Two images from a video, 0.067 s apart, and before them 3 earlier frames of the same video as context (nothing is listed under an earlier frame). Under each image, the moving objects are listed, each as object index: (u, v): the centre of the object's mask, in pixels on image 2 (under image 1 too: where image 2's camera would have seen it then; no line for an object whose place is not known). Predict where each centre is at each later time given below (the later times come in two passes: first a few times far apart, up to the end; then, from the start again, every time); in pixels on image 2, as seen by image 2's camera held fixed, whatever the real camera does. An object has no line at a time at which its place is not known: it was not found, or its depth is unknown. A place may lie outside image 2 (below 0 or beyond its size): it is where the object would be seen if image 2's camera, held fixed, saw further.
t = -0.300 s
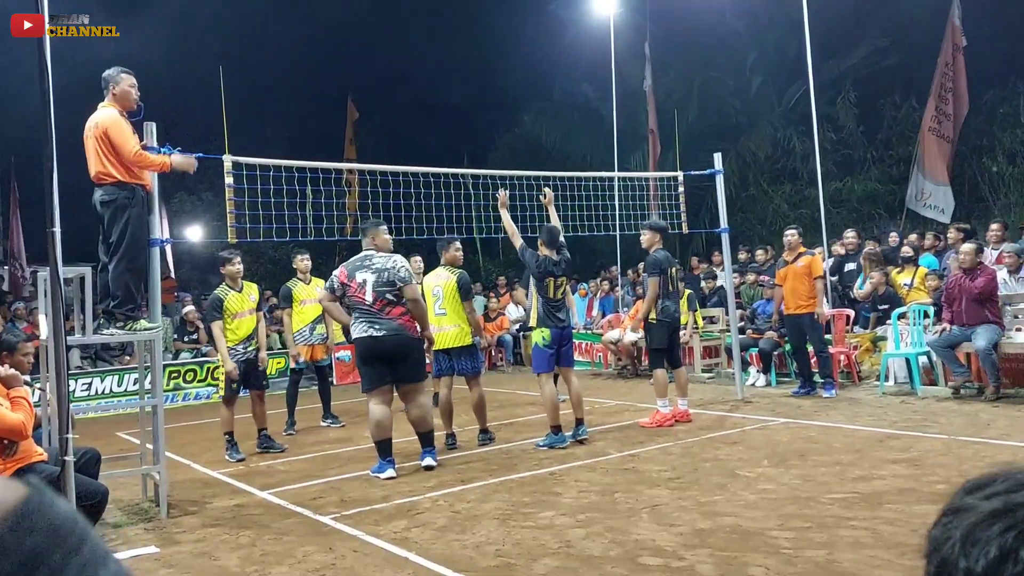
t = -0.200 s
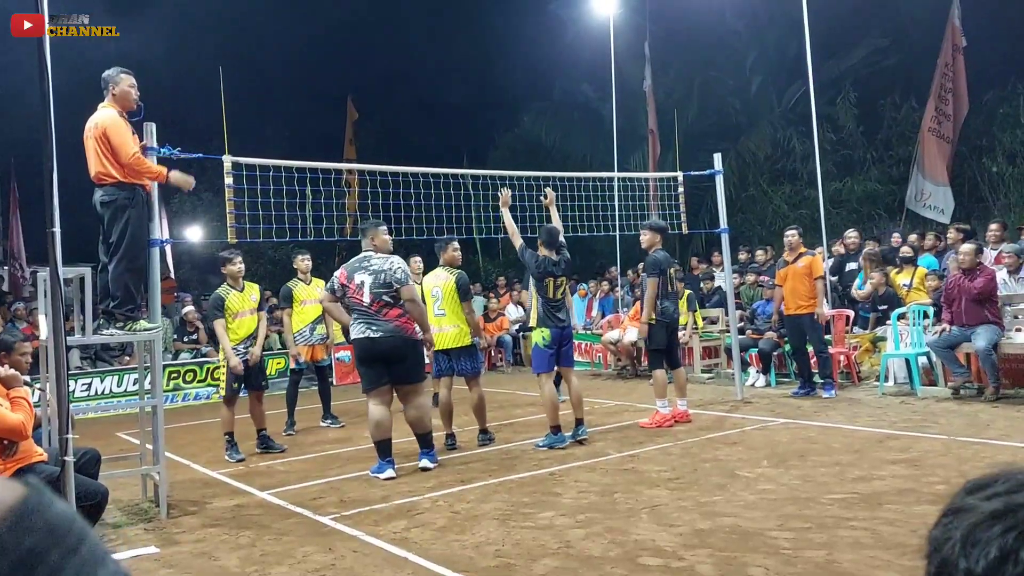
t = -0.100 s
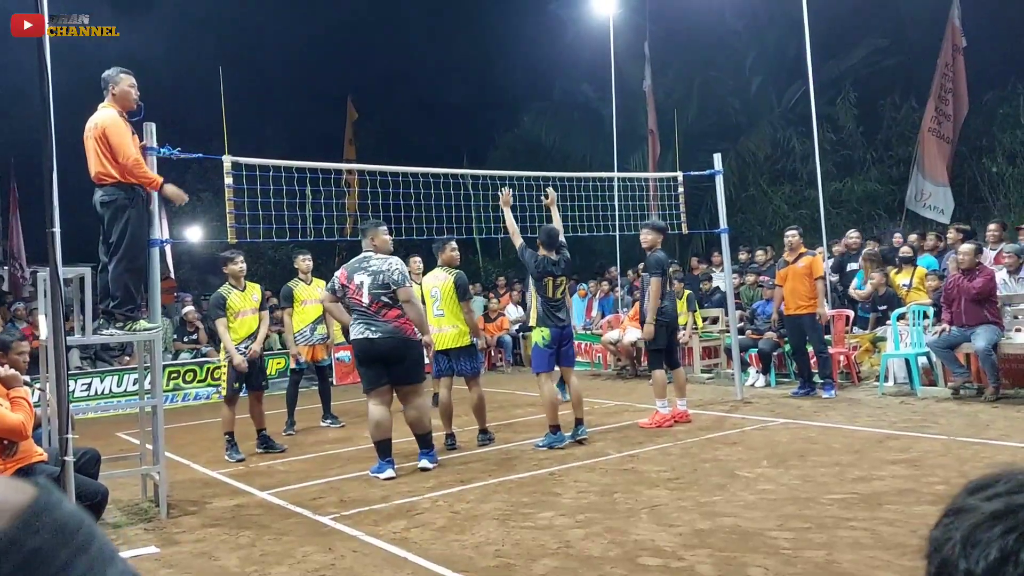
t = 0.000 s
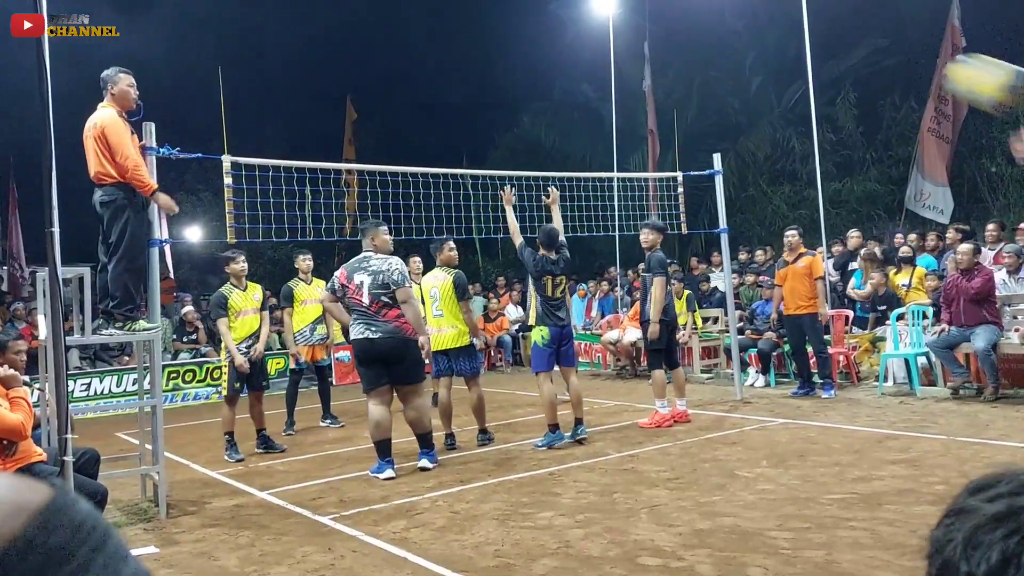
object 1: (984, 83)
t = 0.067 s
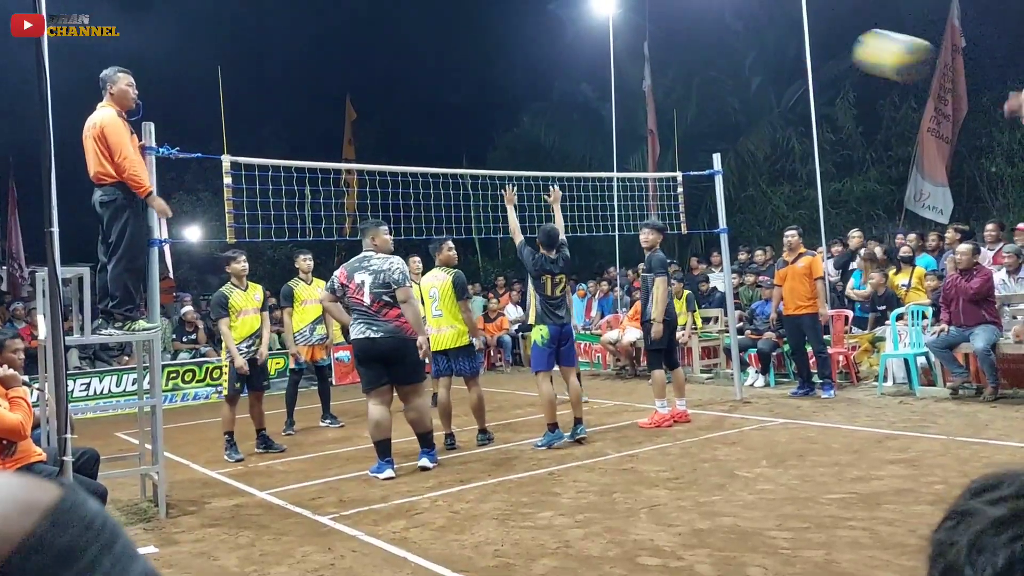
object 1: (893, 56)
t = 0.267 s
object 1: (705, 34)
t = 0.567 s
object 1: (557, 100)
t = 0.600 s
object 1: (546, 110)
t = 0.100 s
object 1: (853, 46)
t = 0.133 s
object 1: (816, 39)
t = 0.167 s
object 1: (779, 35)
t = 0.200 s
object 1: (754, 32)
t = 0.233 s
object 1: (728, 32)
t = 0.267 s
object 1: (705, 34)
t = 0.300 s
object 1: (683, 37)
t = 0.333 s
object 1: (662, 41)
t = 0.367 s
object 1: (644, 46)
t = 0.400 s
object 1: (627, 54)
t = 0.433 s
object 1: (610, 61)
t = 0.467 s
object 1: (594, 71)
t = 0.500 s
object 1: (581, 79)
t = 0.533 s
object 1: (569, 89)
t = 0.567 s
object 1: (557, 100)
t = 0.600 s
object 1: (546, 110)
